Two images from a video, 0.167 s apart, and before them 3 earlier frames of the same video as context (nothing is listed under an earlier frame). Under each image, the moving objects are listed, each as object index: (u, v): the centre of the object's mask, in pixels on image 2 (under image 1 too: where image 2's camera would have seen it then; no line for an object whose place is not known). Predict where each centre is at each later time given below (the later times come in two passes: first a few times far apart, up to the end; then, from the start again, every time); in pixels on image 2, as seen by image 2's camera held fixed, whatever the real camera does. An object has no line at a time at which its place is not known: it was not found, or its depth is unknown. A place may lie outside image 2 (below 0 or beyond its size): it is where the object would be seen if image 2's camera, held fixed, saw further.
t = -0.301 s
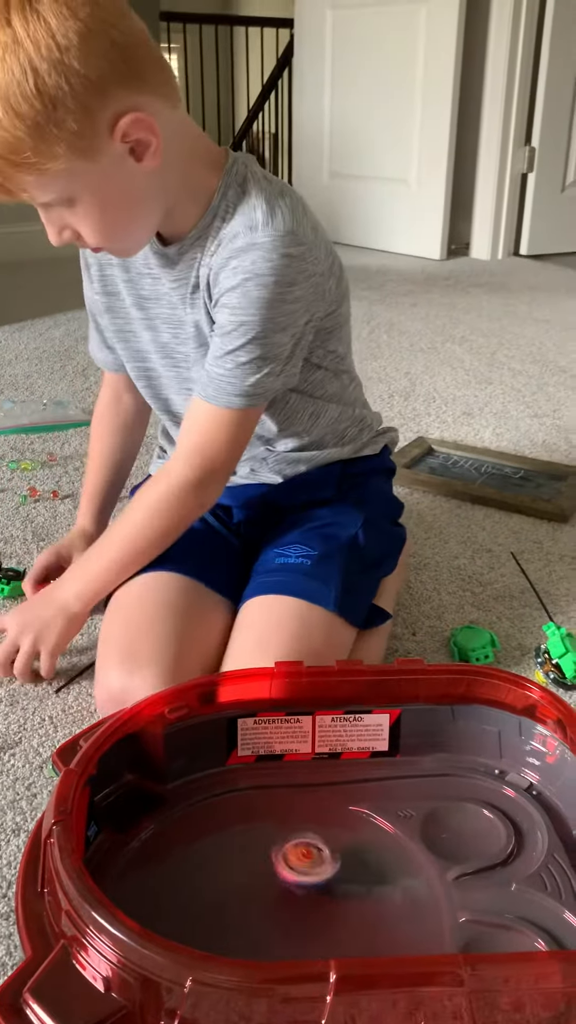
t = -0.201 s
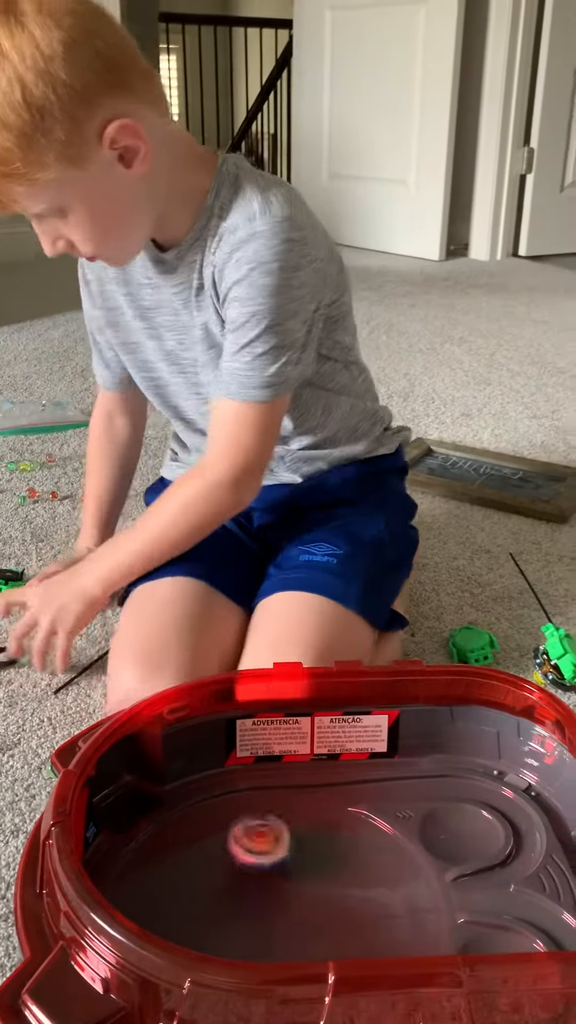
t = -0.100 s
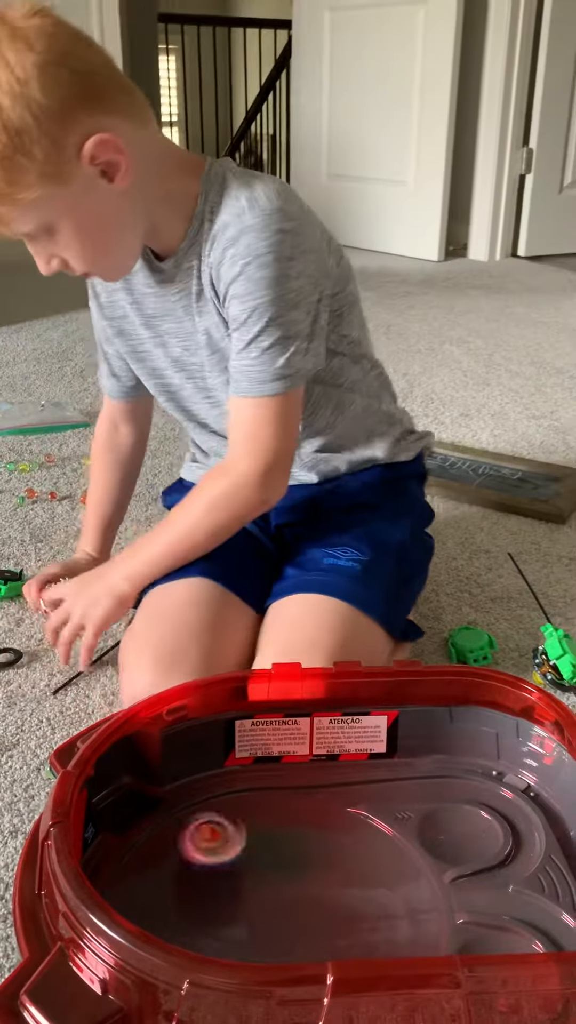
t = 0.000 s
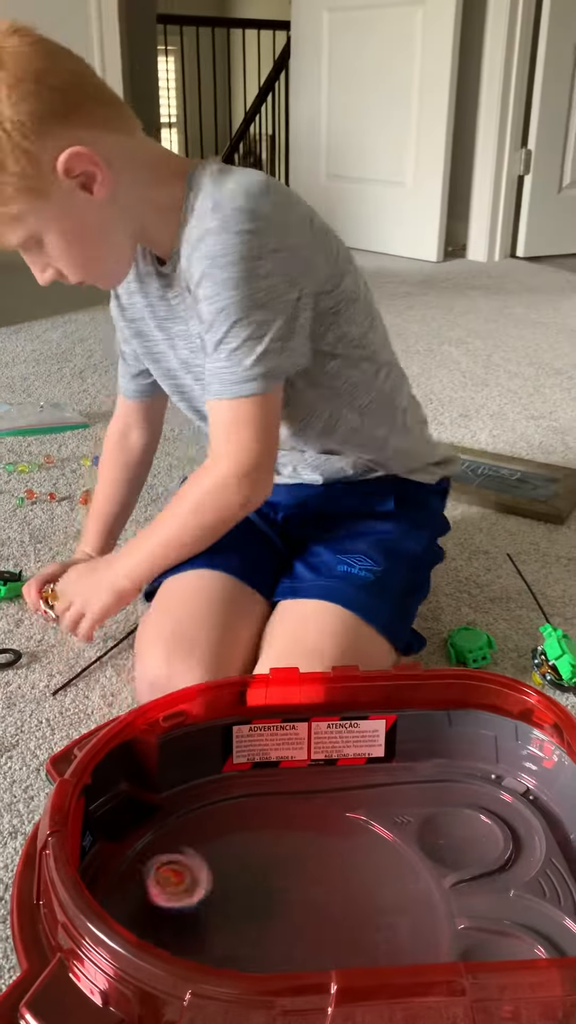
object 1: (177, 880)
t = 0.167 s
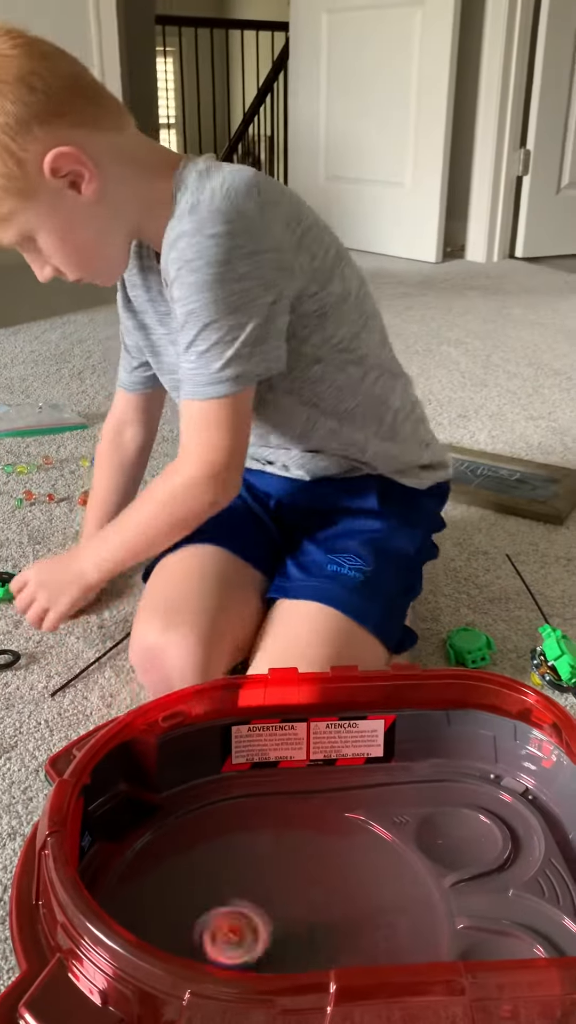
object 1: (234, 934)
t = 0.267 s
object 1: (289, 936)
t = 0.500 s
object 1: (369, 872)
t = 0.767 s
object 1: (278, 856)
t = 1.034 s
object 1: (247, 945)
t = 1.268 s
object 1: (323, 950)
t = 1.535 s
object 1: (279, 886)
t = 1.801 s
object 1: (223, 911)
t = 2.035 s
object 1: (263, 923)
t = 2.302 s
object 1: (299, 895)
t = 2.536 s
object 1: (283, 875)
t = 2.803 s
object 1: (262, 895)
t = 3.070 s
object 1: (284, 915)
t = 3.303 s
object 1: (297, 899)
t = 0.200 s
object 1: (251, 937)
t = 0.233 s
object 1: (271, 937)
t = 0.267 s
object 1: (289, 936)
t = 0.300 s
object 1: (308, 932)
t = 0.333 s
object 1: (325, 926)
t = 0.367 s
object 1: (339, 917)
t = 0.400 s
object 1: (351, 908)
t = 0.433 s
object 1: (361, 897)
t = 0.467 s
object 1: (367, 885)
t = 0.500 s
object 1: (369, 872)
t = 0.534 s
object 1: (366, 861)
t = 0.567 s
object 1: (359, 851)
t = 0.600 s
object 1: (348, 844)
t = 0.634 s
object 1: (334, 838)
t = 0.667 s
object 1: (321, 838)
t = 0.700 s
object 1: (305, 841)
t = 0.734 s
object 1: (291, 846)
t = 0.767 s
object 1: (278, 856)
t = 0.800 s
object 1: (266, 864)
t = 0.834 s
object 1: (257, 875)
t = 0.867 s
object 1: (249, 887)
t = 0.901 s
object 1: (245, 899)
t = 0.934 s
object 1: (241, 912)
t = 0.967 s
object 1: (240, 926)
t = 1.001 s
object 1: (241, 936)
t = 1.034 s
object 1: (247, 945)
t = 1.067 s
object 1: (253, 950)
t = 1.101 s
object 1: (263, 955)
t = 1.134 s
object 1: (277, 958)
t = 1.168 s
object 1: (290, 959)
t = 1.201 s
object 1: (302, 957)
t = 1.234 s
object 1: (313, 954)
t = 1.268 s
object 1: (323, 950)
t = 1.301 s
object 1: (328, 944)
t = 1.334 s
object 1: (328, 937)
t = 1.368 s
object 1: (328, 926)
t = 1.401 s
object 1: (322, 915)
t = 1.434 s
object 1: (314, 905)
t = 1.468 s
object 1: (304, 898)
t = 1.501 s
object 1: (291, 890)
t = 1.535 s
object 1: (279, 886)
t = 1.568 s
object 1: (265, 885)
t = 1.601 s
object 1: (254, 884)
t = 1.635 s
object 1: (244, 887)
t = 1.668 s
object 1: (235, 891)
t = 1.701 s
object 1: (230, 895)
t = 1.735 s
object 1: (226, 900)
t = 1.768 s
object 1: (224, 905)
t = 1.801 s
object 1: (223, 911)
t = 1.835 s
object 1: (227, 916)
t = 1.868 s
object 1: (229, 918)
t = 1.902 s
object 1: (234, 923)
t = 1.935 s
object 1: (242, 924)
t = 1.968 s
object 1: (248, 925)
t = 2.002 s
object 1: (254, 926)
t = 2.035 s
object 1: (263, 923)
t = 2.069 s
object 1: (268, 922)
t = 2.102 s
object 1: (274, 921)
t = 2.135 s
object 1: (281, 917)
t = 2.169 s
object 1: (285, 914)
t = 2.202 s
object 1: (290, 909)
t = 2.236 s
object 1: (293, 904)
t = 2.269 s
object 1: (296, 900)
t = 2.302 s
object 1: (299, 895)
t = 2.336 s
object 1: (298, 891)
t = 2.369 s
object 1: (298, 888)
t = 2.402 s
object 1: (297, 883)
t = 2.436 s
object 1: (294, 880)
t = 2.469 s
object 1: (292, 877)
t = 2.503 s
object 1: (287, 874)
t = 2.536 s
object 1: (283, 875)
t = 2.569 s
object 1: (279, 875)
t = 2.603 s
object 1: (273, 877)
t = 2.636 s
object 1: (270, 879)
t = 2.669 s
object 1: (267, 881)
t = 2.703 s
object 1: (264, 885)
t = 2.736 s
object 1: (262, 887)
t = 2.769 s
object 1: (262, 893)
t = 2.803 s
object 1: (262, 895)
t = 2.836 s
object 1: (260, 900)
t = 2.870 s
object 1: (264, 904)
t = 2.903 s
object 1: (266, 906)
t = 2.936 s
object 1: (269, 909)
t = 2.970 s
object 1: (273, 910)
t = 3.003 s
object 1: (276, 914)
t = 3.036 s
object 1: (281, 914)
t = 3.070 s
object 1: (284, 915)
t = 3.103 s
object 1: (290, 912)
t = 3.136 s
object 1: (292, 910)
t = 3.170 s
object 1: (296, 909)
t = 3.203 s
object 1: (295, 906)
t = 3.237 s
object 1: (298, 903)
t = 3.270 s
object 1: (297, 900)
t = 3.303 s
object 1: (297, 899)
